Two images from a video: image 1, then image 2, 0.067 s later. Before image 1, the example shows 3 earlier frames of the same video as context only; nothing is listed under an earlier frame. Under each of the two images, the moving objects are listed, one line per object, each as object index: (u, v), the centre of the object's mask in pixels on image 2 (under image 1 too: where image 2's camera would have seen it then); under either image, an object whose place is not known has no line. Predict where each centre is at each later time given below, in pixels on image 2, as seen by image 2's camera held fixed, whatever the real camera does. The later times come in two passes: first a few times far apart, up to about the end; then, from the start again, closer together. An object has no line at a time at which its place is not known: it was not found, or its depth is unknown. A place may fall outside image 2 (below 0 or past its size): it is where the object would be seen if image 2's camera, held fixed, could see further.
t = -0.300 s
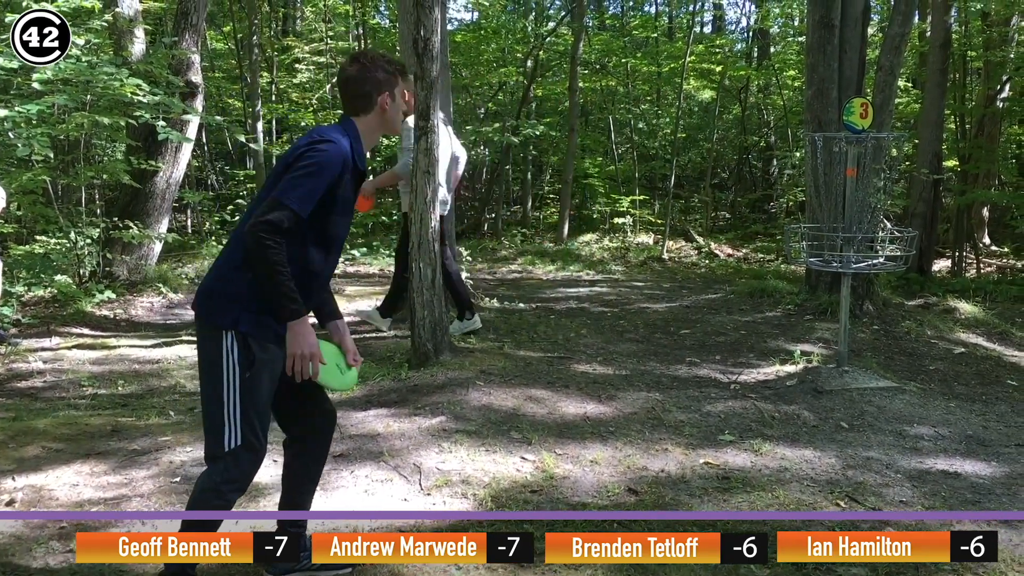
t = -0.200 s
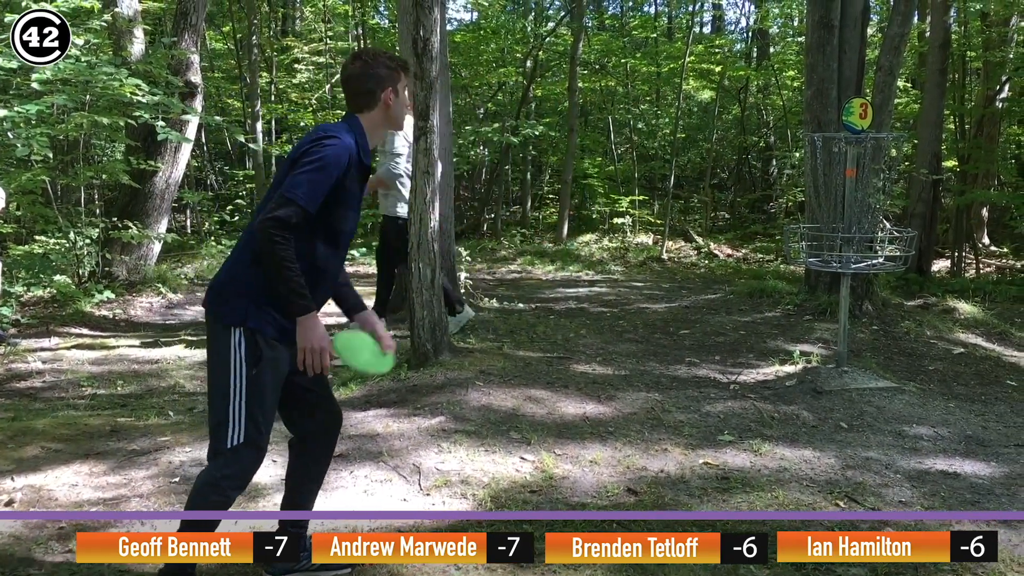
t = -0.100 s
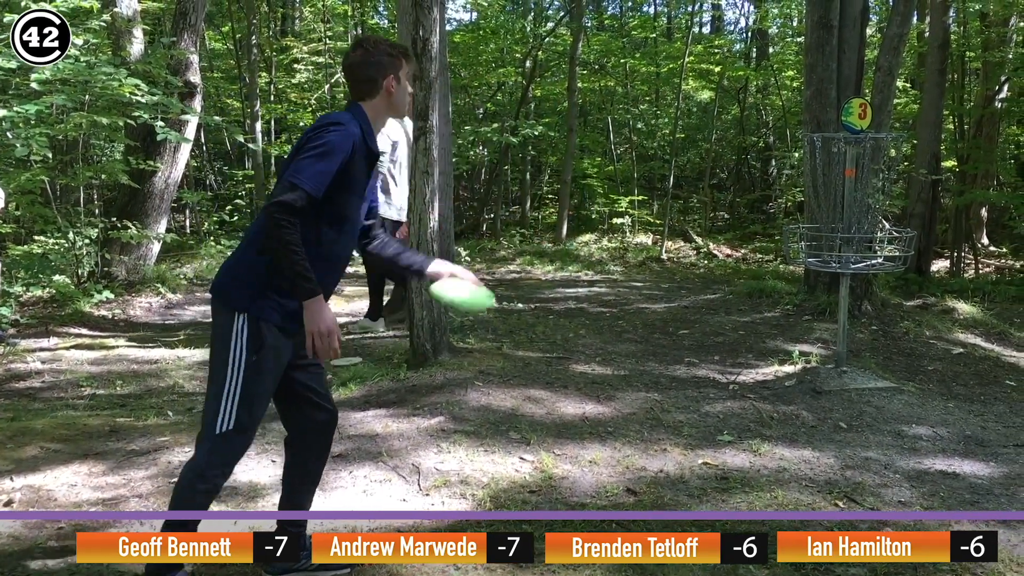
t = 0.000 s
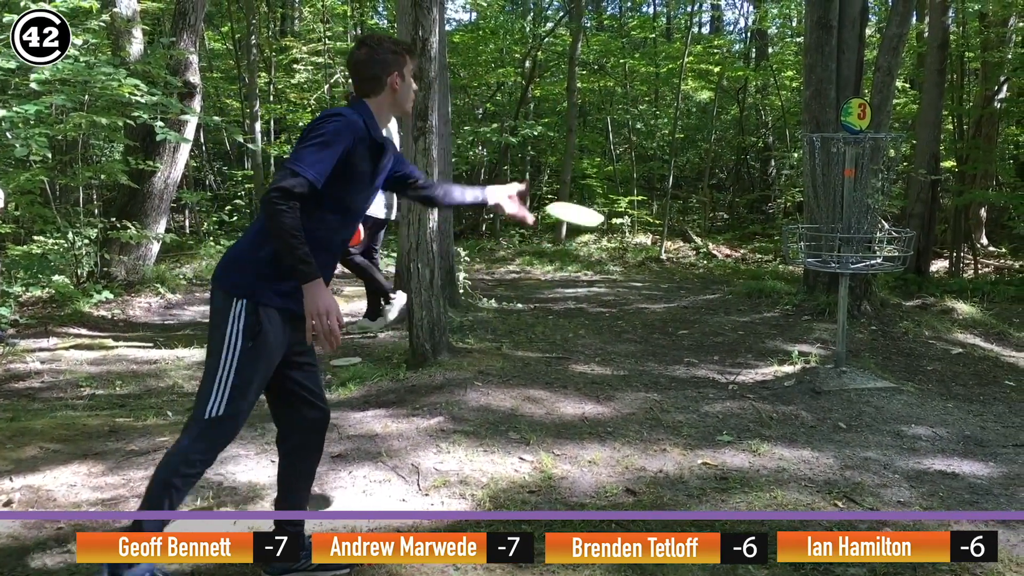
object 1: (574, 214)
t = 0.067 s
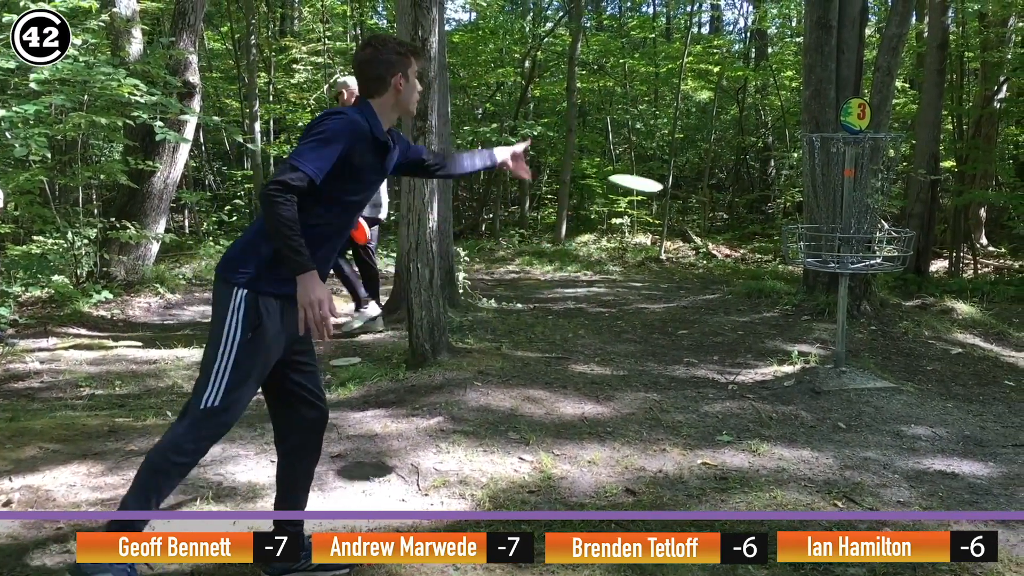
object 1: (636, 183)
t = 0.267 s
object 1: (775, 168)
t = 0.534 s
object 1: (844, 209)
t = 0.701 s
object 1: (838, 233)
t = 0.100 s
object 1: (663, 173)
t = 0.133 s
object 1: (688, 167)
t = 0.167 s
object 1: (711, 163)
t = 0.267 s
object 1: (775, 168)
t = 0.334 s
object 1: (811, 180)
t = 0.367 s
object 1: (826, 187)
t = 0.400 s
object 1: (834, 192)
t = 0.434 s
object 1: (838, 197)
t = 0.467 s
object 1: (841, 200)
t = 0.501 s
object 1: (842, 204)
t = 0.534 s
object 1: (844, 209)
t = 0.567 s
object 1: (844, 214)
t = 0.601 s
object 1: (845, 220)
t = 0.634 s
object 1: (843, 224)
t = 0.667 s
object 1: (841, 228)
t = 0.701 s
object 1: (838, 233)
